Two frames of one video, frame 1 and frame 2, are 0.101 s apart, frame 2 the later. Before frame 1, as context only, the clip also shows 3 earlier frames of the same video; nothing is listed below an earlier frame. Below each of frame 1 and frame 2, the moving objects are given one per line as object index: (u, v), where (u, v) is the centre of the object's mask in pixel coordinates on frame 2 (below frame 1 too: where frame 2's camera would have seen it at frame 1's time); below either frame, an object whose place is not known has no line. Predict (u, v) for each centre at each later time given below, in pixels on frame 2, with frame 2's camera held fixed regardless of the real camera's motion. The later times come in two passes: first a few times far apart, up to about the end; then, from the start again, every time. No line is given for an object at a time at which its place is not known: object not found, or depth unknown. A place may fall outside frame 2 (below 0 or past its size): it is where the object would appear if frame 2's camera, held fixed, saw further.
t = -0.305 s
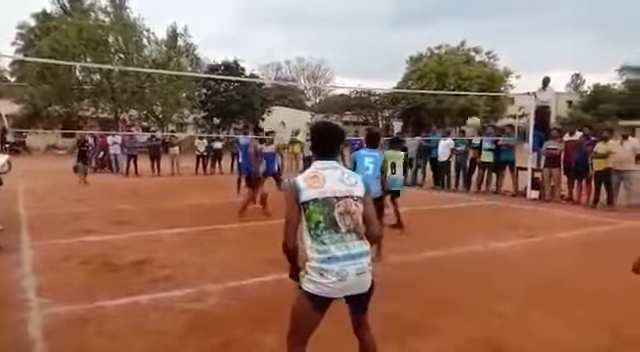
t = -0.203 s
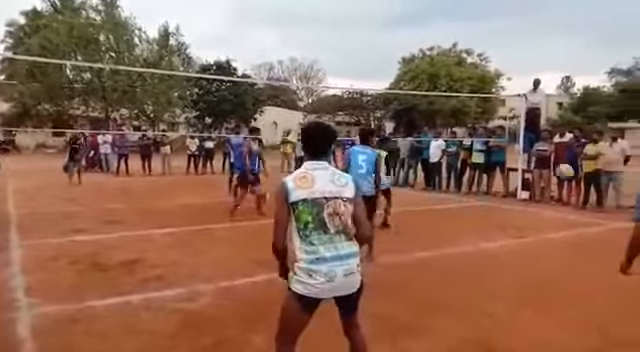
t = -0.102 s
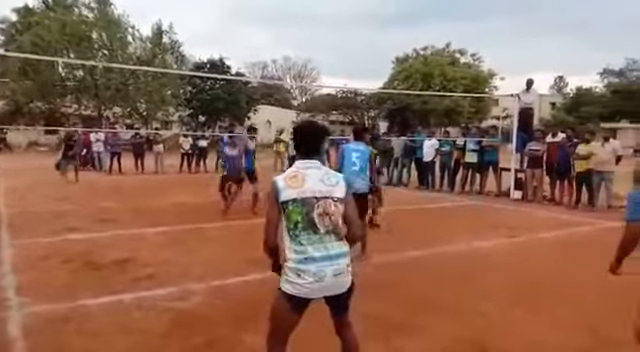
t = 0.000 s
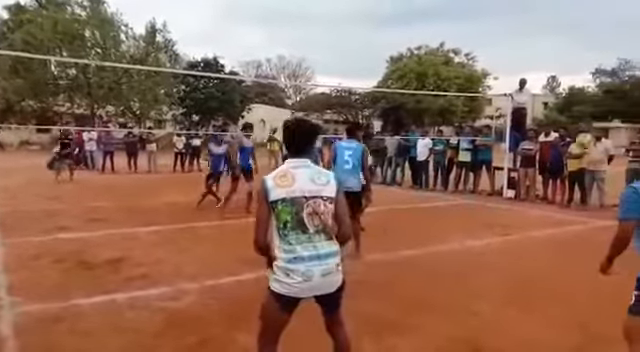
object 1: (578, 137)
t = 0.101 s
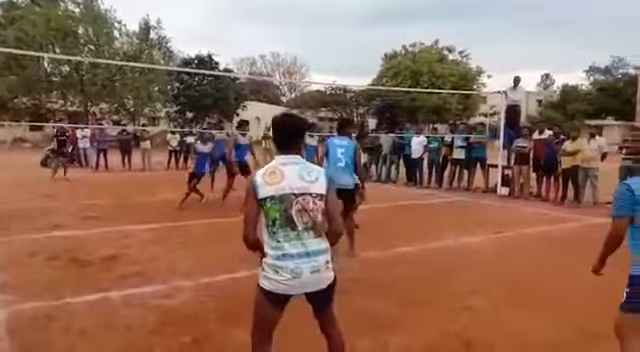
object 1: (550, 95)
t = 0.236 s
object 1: (515, 54)
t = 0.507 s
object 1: (451, 13)
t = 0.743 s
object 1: (402, 13)
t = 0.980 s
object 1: (357, 46)
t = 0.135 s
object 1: (541, 85)
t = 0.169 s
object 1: (532, 73)
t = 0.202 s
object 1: (524, 63)
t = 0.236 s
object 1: (515, 54)
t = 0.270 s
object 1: (507, 46)
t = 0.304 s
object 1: (498, 38)
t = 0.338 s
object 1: (490, 32)
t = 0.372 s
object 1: (482, 26)
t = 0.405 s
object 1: (474, 22)
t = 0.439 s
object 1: (467, 18)
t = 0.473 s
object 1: (459, 15)
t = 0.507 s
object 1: (451, 13)
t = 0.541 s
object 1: (444, 10)
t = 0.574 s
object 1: (437, 9)
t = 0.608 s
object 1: (430, 8)
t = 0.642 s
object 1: (423, 9)
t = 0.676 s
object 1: (416, 10)
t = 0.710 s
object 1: (409, 11)
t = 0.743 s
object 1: (402, 13)
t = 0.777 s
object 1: (396, 16)
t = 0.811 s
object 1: (389, 19)
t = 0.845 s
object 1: (382, 23)
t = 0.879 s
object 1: (376, 28)
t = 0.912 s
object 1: (369, 34)
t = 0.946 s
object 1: (363, 40)
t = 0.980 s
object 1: (357, 46)
